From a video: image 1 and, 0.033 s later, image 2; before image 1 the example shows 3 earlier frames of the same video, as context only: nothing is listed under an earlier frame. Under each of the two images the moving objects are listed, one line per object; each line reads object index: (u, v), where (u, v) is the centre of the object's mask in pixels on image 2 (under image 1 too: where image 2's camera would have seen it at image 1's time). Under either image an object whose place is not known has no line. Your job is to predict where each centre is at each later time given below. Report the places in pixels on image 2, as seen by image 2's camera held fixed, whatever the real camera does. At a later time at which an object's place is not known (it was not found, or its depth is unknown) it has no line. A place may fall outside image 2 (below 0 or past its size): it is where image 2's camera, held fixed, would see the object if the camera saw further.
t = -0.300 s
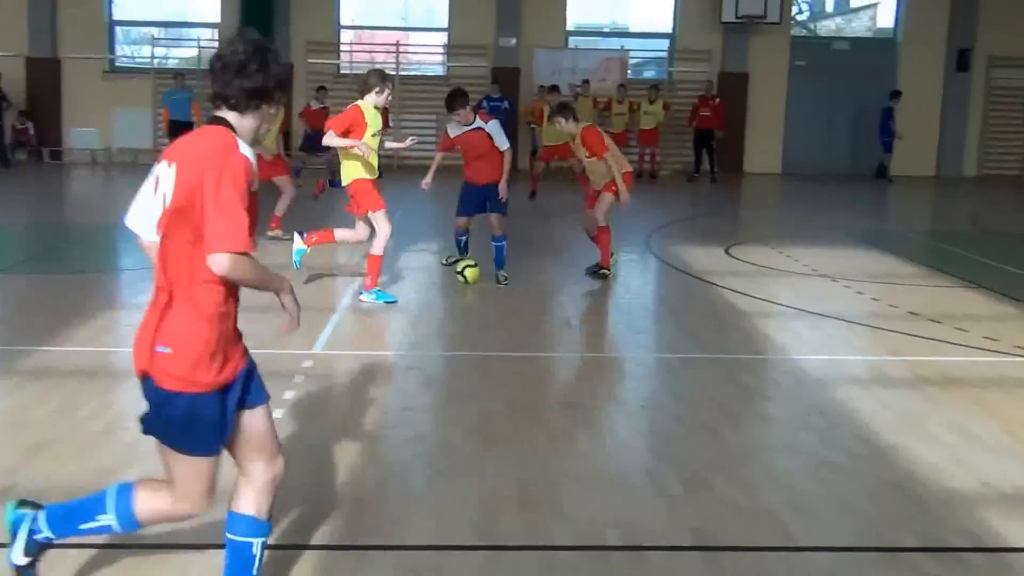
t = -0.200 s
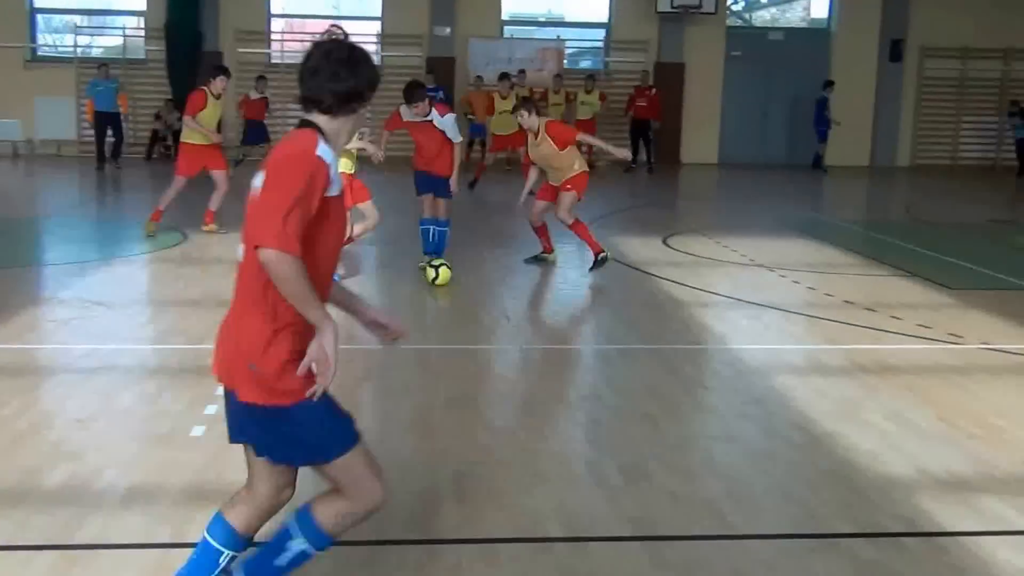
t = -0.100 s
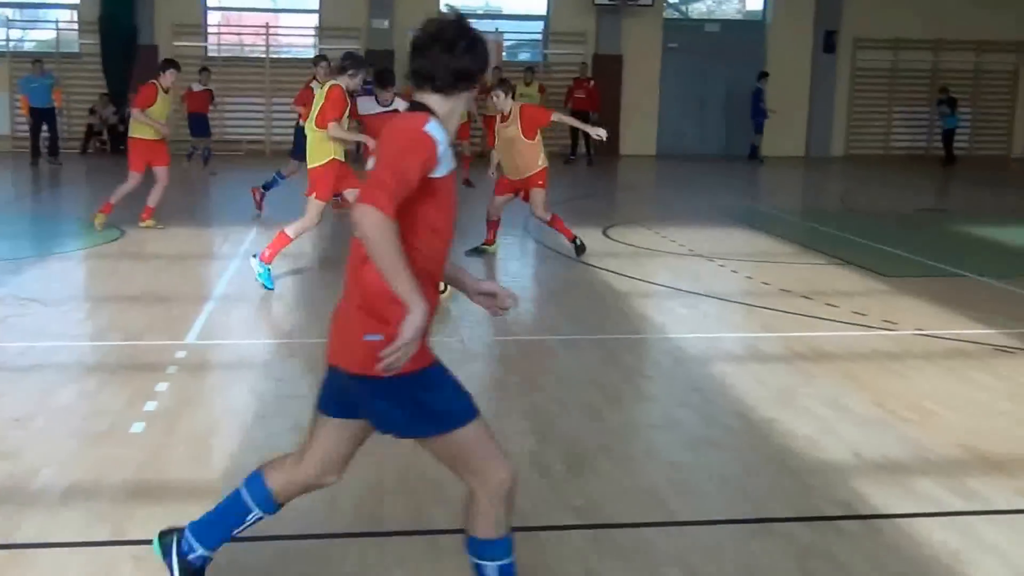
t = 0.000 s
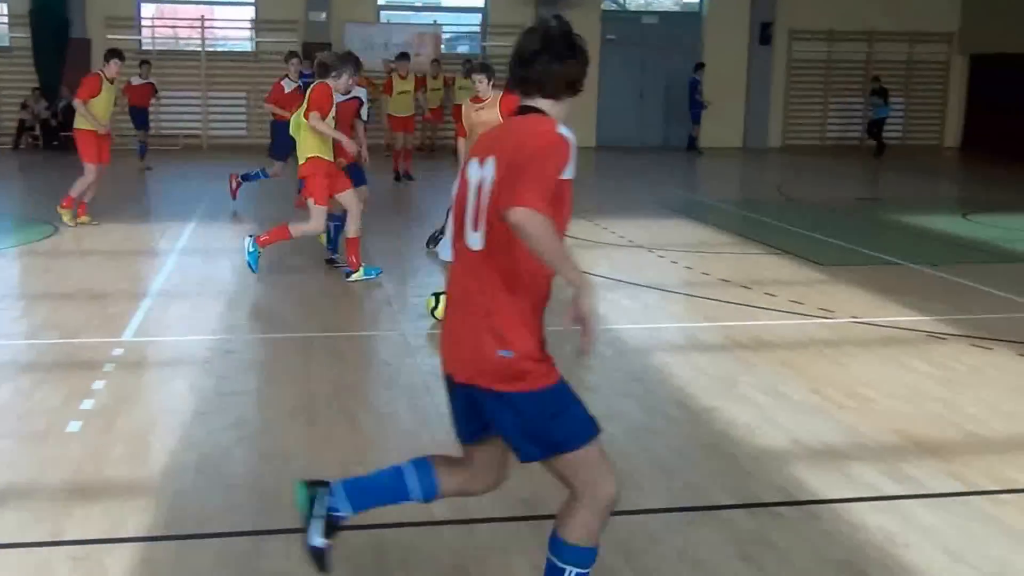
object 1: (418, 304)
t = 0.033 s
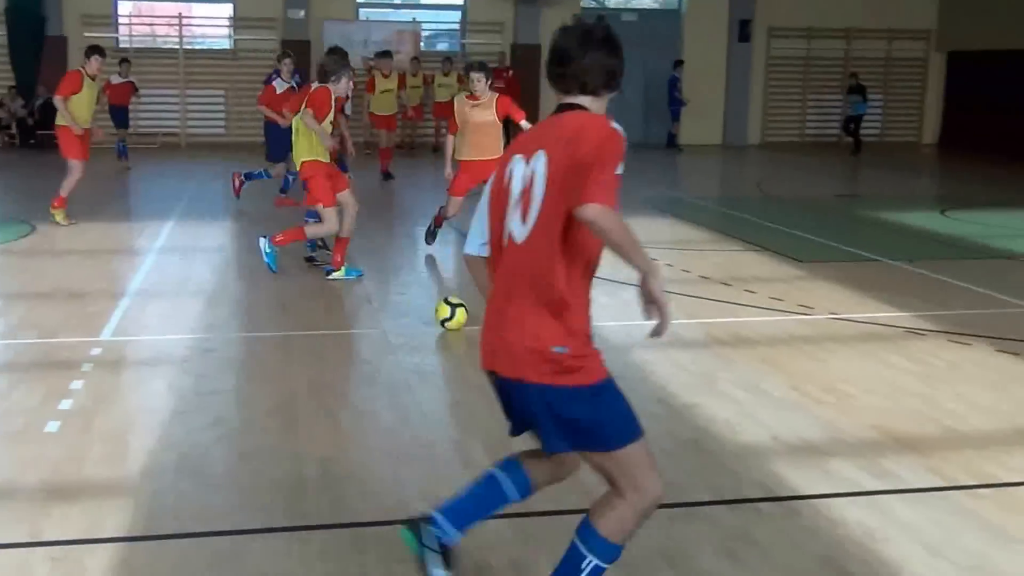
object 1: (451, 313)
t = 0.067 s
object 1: (465, 318)
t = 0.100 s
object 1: (495, 327)
